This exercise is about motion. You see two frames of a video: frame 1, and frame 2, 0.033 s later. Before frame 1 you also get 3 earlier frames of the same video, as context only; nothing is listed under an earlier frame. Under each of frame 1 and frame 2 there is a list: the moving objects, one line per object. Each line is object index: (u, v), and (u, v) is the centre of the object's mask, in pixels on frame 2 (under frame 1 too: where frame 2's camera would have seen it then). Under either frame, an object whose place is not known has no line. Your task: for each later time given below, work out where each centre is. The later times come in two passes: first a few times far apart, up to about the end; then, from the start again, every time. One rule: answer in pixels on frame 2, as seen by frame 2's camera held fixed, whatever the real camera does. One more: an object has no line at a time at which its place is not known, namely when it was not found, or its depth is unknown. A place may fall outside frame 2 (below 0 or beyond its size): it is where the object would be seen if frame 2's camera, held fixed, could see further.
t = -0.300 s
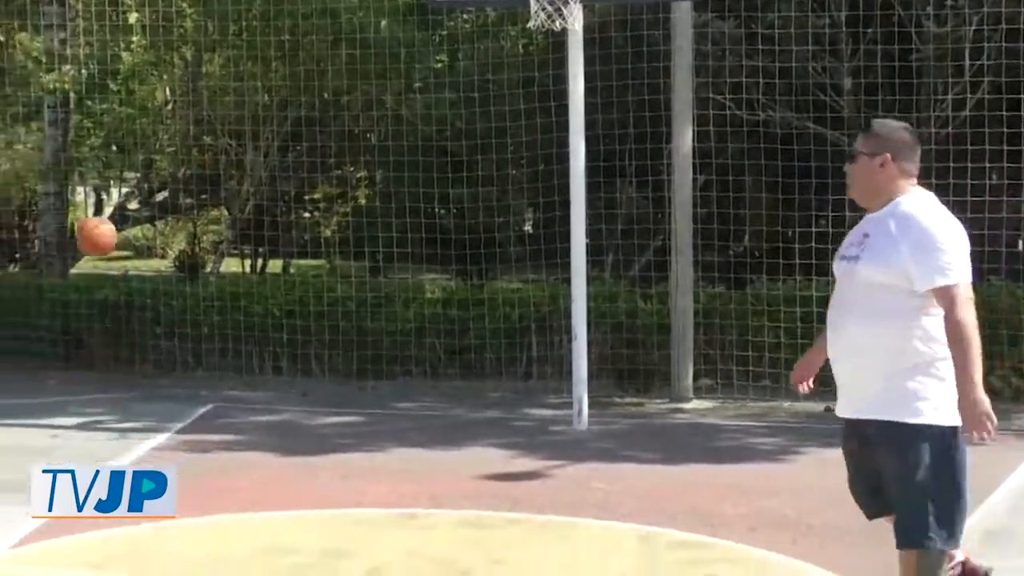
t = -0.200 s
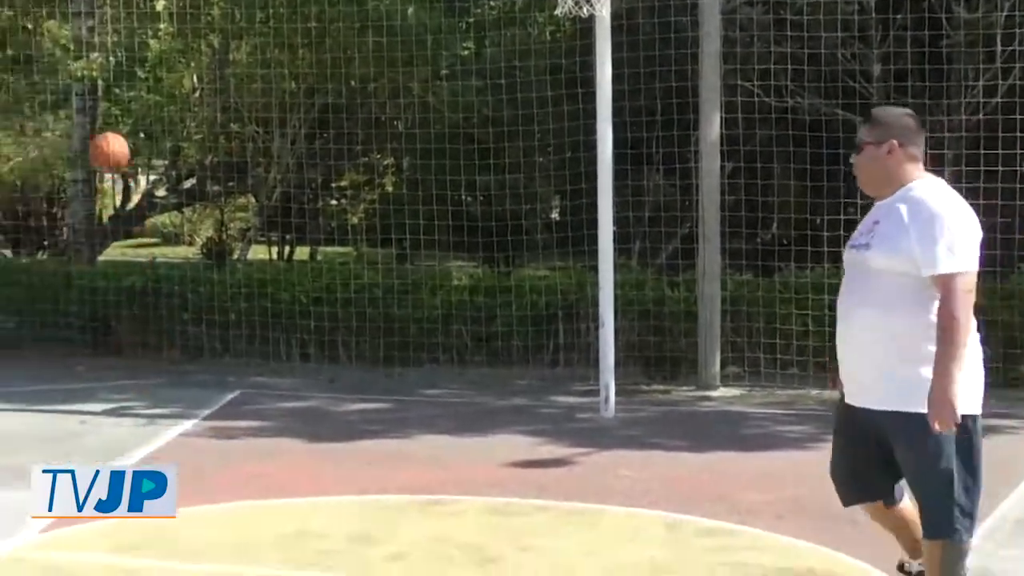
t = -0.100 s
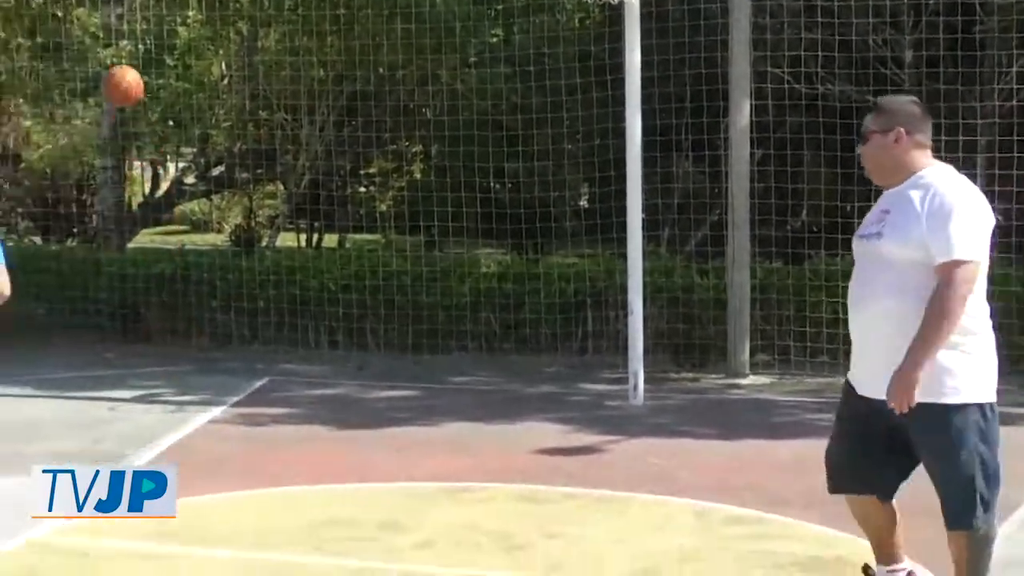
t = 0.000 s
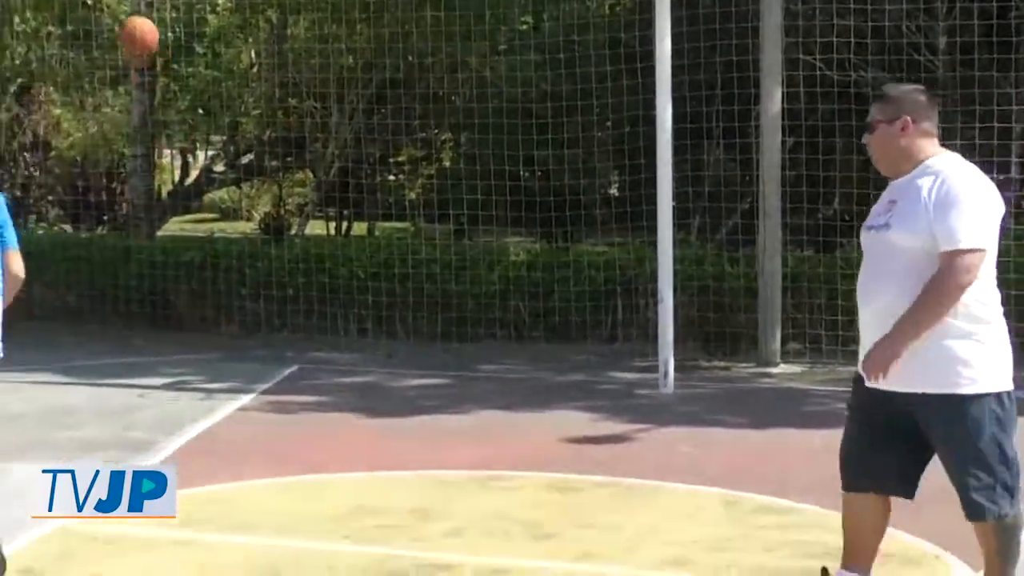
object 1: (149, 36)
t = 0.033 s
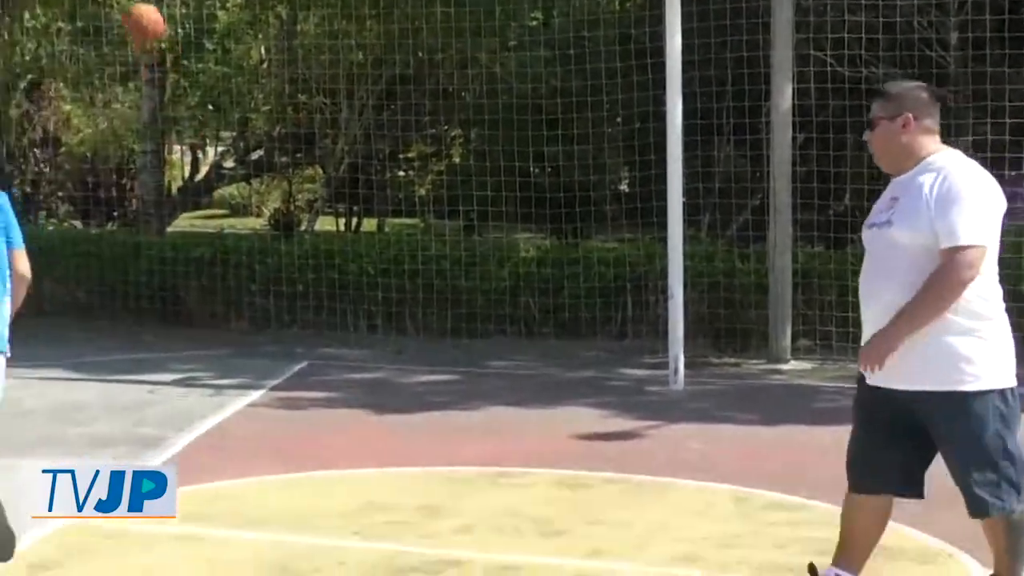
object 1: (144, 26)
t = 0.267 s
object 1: (116, 28)
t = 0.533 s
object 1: (78, 110)
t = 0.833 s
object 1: (52, 348)
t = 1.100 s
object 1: (11, 231)
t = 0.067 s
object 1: (138, 19)
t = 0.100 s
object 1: (136, 20)
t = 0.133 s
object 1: (131, 19)
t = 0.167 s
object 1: (129, 21)
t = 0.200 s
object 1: (124, 23)
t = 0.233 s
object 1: (122, 25)
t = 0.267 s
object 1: (116, 28)
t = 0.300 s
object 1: (107, 32)
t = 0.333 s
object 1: (102, 36)
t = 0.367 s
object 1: (104, 46)
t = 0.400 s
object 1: (96, 51)
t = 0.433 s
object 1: (91, 62)
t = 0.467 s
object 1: (88, 75)
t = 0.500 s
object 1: (84, 92)
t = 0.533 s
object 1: (78, 110)
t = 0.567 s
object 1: (75, 130)
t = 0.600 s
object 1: (72, 152)
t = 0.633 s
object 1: (70, 177)
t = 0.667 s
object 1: (67, 201)
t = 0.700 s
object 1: (65, 228)
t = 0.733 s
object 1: (62, 256)
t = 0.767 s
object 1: (58, 286)
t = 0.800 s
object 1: (53, 318)
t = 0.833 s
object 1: (52, 348)
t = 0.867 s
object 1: (47, 385)
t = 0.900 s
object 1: (42, 368)
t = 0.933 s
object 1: (40, 341)
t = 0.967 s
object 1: (33, 316)
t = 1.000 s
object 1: (26, 293)
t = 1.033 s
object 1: (22, 271)
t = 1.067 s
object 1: (15, 250)
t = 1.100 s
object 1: (11, 231)
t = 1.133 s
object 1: (4, 214)
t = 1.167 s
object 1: (-1, 198)
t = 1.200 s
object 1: (-7, 185)
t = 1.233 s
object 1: (-11, 173)
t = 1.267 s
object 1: (-17, 162)
